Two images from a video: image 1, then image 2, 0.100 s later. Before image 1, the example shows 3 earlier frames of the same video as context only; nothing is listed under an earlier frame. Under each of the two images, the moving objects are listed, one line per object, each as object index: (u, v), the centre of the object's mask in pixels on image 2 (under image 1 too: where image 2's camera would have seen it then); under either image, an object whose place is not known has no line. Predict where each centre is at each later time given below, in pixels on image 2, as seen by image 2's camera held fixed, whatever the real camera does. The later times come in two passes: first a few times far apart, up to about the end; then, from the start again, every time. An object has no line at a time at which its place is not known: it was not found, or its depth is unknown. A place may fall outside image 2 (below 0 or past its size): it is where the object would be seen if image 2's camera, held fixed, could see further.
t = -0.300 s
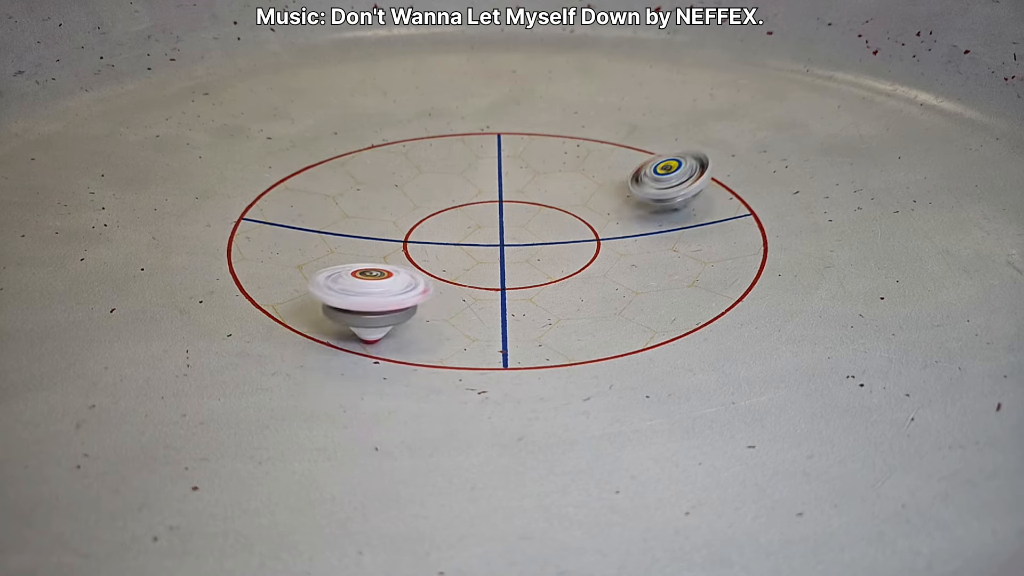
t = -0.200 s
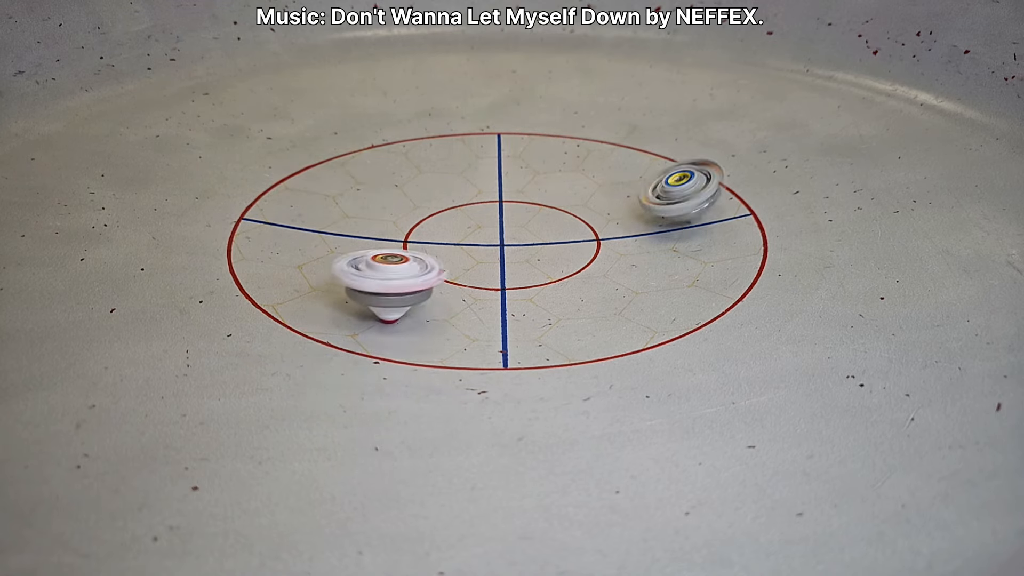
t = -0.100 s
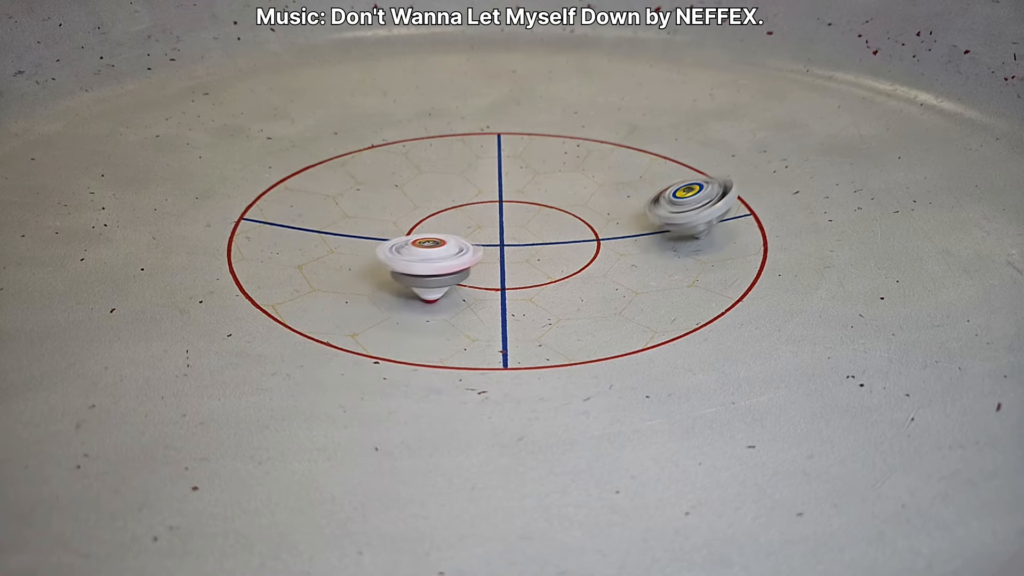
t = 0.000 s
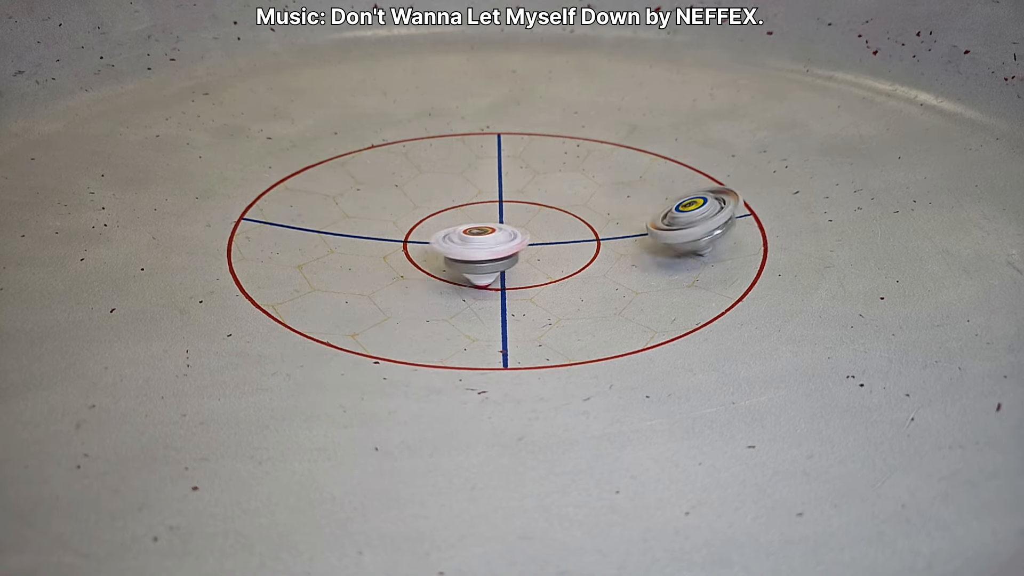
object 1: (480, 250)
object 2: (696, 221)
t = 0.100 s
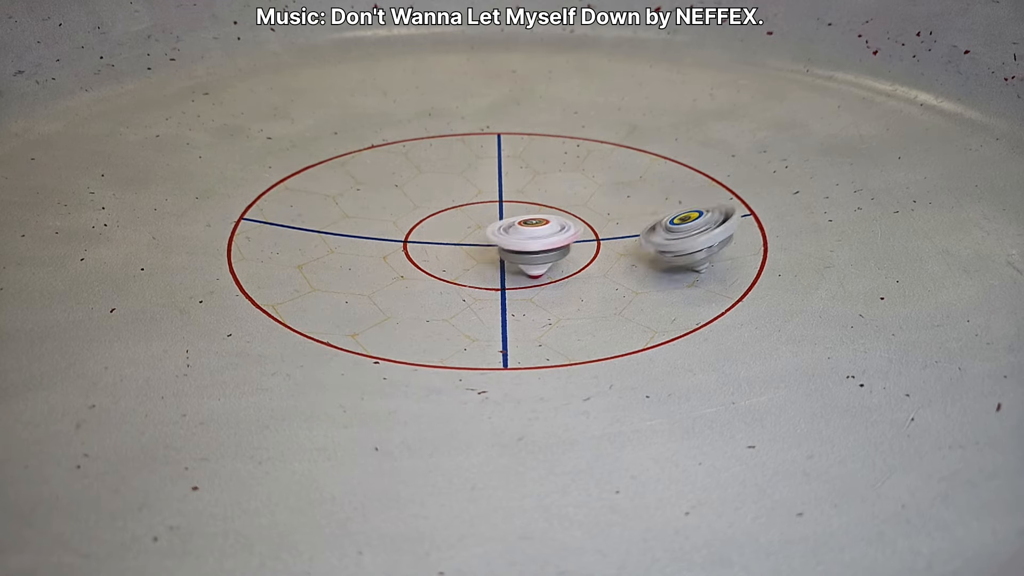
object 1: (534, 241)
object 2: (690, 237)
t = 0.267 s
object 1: (620, 222)
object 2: (662, 261)
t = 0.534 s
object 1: (736, 223)
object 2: (576, 290)
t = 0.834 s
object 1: (673, 248)
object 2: (445, 292)
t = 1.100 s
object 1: (559, 216)
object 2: (354, 265)
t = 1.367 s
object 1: (530, 164)
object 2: (314, 224)
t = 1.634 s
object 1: (559, 127)
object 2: (328, 188)
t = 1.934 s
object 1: (585, 152)
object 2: (384, 161)
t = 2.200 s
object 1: (507, 190)
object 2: (454, 148)
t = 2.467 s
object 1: (394, 198)
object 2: (525, 149)
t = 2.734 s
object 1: (320, 177)
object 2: (590, 160)
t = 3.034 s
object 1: (362, 175)
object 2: (647, 187)
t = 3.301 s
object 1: (434, 212)
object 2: (659, 221)
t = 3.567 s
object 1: (477, 253)
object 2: (619, 258)
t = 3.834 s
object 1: (402, 284)
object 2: (600, 267)
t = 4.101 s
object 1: (311, 258)
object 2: (561, 258)
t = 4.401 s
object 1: (388, 221)
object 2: (482, 231)
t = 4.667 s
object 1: (414, 186)
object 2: (531, 203)
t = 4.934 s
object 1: (439, 159)
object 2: (588, 178)
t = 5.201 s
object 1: (501, 167)
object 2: (622, 169)
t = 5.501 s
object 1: (531, 206)
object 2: (604, 176)
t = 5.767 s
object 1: (500, 240)
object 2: (578, 198)
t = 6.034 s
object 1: (440, 257)
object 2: (524, 226)
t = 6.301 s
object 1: (322, 253)
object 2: (529, 216)
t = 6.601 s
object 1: (240, 238)
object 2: (525, 195)
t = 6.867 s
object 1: (297, 226)
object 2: (526, 191)
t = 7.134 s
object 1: (392, 222)
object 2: (525, 193)
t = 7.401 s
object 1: (437, 215)
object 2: (558, 181)
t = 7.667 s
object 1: (401, 231)
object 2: (622, 151)
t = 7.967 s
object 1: (391, 243)
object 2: (604, 157)
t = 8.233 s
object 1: (434, 243)
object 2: (580, 176)
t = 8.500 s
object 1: (482, 235)
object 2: (530, 202)
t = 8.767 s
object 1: (467, 237)
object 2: (521, 198)
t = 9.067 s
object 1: (469, 229)
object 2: (511, 192)
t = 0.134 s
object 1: (551, 238)
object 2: (686, 241)
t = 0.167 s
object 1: (569, 235)
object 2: (682, 246)
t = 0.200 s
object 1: (588, 232)
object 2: (677, 251)
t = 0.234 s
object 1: (605, 228)
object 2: (669, 257)
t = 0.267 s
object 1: (620, 222)
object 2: (662, 261)
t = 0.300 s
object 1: (636, 218)
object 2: (656, 265)
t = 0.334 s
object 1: (654, 217)
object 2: (648, 269)
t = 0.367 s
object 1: (672, 216)
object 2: (640, 273)
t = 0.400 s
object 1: (687, 219)
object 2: (629, 277)
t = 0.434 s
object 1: (701, 218)
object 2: (618, 282)
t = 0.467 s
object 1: (715, 219)
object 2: (605, 285)
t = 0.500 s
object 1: (728, 221)
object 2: (590, 288)
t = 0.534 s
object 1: (736, 223)
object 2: (576, 290)
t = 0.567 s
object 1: (742, 225)
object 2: (562, 293)
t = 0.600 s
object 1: (745, 229)
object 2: (546, 295)
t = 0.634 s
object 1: (745, 232)
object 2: (533, 295)
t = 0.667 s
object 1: (742, 235)
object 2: (518, 296)
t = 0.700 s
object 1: (735, 238)
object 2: (504, 296)
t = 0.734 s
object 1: (723, 242)
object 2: (489, 296)
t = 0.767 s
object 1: (708, 245)
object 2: (474, 296)
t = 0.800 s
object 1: (691, 247)
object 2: (459, 293)
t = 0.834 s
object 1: (673, 248)
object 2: (445, 292)
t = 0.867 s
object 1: (655, 248)
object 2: (431, 290)
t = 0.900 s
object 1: (635, 246)
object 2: (417, 288)
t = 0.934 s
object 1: (617, 243)
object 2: (406, 286)
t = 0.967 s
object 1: (603, 239)
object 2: (394, 282)
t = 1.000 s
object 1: (589, 234)
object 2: (384, 279)
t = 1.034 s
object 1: (578, 228)
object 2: (373, 275)
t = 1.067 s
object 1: (568, 222)
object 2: (364, 270)
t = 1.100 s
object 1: (559, 216)
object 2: (354, 265)
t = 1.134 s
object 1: (550, 209)
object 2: (345, 260)
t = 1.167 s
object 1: (544, 202)
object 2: (339, 255)
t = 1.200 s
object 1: (538, 196)
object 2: (332, 251)
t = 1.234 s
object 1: (535, 190)
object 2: (326, 245)
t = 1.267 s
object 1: (533, 183)
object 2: (322, 240)
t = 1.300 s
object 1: (531, 176)
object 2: (319, 236)
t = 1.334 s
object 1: (530, 170)
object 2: (317, 230)
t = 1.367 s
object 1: (530, 164)
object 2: (314, 224)
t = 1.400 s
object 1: (531, 158)
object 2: (312, 220)
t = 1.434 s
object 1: (532, 153)
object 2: (313, 216)
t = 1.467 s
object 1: (534, 147)
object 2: (313, 210)
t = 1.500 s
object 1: (537, 142)
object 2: (314, 204)
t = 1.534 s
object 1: (540, 137)
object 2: (317, 201)
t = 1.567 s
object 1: (546, 133)
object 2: (321, 198)
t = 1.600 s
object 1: (552, 130)
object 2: (323, 192)
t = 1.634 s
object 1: (559, 127)
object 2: (328, 188)
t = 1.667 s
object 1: (564, 126)
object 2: (331, 185)
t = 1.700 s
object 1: (571, 126)
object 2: (338, 182)
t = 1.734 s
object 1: (576, 127)
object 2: (341, 177)
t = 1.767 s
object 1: (580, 129)
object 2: (347, 174)
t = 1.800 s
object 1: (585, 132)
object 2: (355, 172)
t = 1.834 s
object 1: (587, 136)
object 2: (362, 168)
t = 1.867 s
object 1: (588, 141)
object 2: (369, 165)
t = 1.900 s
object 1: (588, 146)
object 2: (376, 163)
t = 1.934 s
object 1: (585, 152)
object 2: (384, 161)
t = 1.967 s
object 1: (580, 158)
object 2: (392, 158)
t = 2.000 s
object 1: (573, 164)
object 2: (400, 157)
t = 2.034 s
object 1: (565, 169)
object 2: (410, 156)
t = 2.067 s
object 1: (555, 174)
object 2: (418, 153)
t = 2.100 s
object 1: (545, 178)
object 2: (427, 151)
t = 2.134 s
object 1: (533, 183)
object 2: (436, 151)
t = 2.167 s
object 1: (520, 187)
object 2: (445, 150)
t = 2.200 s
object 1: (507, 190)
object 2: (454, 148)
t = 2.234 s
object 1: (494, 193)
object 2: (463, 147)
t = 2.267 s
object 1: (481, 195)
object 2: (473, 145)
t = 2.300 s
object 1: (467, 196)
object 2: (481, 145)
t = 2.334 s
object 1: (453, 197)
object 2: (490, 148)
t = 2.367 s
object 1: (439, 198)
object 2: (498, 147)
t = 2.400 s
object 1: (423, 198)
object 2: (507, 147)
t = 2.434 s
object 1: (409, 198)
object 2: (516, 149)
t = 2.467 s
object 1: (394, 198)
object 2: (525, 149)
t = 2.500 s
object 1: (380, 197)
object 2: (533, 150)
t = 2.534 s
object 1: (366, 194)
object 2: (541, 152)
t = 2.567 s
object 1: (354, 192)
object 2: (550, 154)
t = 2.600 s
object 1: (344, 189)
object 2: (557, 154)
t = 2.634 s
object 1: (335, 186)
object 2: (566, 155)
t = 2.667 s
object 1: (328, 183)
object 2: (575, 157)
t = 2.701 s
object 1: (323, 180)
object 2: (582, 159)
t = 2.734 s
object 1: (320, 177)
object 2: (590, 160)
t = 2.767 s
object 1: (318, 174)
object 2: (599, 164)
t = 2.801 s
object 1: (318, 172)
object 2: (605, 166)
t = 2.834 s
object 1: (320, 172)
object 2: (613, 169)
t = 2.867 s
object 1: (325, 170)
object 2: (621, 171)
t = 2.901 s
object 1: (330, 170)
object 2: (626, 174)
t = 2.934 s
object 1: (337, 170)
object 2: (631, 177)
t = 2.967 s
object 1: (343, 171)
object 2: (638, 180)
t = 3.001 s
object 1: (353, 173)
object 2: (642, 183)
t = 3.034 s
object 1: (362, 175)
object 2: (647, 187)
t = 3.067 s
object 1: (373, 179)
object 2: (651, 189)
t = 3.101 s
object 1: (383, 183)
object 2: (653, 194)
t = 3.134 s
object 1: (394, 187)
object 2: (657, 198)
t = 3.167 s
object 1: (403, 192)
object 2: (659, 202)
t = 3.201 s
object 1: (412, 196)
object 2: (661, 206)
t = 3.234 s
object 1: (420, 201)
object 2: (661, 211)
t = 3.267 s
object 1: (427, 206)
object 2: (660, 216)
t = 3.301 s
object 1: (434, 212)
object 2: (659, 221)
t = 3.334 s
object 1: (442, 217)
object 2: (656, 225)
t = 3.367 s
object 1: (448, 222)
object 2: (654, 230)
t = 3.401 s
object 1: (454, 227)
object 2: (651, 236)
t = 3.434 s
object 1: (459, 232)
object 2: (645, 240)
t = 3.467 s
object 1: (464, 237)
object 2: (640, 245)
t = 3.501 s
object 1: (468, 243)
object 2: (634, 249)
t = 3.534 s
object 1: (473, 248)
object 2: (628, 254)
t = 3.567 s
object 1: (477, 253)
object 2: (619, 258)
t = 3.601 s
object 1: (482, 258)
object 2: (610, 262)
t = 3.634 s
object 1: (484, 264)
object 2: (600, 266)
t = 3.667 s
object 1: (484, 269)
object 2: (593, 268)
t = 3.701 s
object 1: (468, 274)
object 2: (595, 269)
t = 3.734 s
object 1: (451, 279)
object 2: (599, 268)
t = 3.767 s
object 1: (434, 282)
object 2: (602, 268)
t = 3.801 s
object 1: (418, 283)
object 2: (602, 268)
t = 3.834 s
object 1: (402, 284)
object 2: (600, 267)
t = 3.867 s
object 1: (385, 284)
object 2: (600, 266)
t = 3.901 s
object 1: (370, 282)
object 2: (597, 266)
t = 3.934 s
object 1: (355, 280)
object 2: (595, 265)
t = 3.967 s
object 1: (341, 277)
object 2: (589, 264)
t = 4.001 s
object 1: (329, 273)
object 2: (584, 262)
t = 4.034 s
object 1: (320, 269)
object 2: (578, 261)
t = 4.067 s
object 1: (313, 264)
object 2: (569, 259)
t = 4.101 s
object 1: (311, 258)
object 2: (561, 258)
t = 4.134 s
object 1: (312, 253)
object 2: (554, 256)
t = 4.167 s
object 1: (316, 248)
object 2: (544, 253)
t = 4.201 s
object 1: (324, 242)
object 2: (534, 251)
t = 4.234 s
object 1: (332, 238)
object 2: (524, 248)
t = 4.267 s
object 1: (341, 234)
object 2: (515, 245)
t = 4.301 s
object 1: (351, 230)
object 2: (506, 241)
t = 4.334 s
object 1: (363, 226)
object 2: (497, 238)
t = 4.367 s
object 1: (376, 223)
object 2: (490, 234)
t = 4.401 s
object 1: (388, 221)
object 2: (482, 231)
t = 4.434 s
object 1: (391, 216)
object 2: (486, 227)
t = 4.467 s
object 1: (395, 212)
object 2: (493, 222)
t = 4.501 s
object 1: (401, 208)
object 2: (497, 219)
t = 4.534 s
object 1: (407, 204)
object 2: (502, 217)
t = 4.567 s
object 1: (415, 200)
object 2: (503, 213)
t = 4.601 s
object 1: (421, 196)
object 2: (505, 209)
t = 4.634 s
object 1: (417, 191)
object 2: (518, 205)
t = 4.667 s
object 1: (414, 186)
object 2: (531, 203)
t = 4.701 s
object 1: (414, 182)
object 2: (541, 199)
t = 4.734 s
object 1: (414, 178)
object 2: (548, 197)
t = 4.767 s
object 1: (416, 174)
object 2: (557, 193)
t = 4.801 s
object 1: (419, 170)
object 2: (563, 189)
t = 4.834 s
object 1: (423, 166)
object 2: (569, 187)
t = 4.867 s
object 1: (427, 163)
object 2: (574, 184)
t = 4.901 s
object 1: (433, 161)
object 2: (581, 183)
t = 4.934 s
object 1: (439, 159)
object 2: (588, 178)
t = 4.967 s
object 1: (445, 158)
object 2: (594, 178)
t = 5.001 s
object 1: (453, 157)
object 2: (601, 174)
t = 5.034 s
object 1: (462, 156)
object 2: (606, 174)
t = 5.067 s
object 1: (470, 157)
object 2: (613, 172)
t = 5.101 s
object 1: (479, 159)
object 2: (615, 171)
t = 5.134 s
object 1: (486, 161)
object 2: (619, 169)
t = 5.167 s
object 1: (494, 163)
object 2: (621, 169)
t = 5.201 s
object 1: (501, 167)
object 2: (622, 169)
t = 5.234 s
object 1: (508, 170)
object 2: (621, 168)
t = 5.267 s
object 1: (514, 174)
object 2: (619, 170)
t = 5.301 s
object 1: (518, 178)
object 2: (616, 170)
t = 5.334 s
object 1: (522, 182)
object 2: (615, 171)
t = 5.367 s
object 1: (525, 187)
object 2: (612, 171)
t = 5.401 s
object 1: (528, 192)
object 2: (611, 173)
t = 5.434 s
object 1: (530, 197)
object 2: (609, 173)
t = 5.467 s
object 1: (531, 202)
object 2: (606, 176)
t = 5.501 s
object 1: (531, 206)
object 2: (604, 176)
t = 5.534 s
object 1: (531, 211)
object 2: (601, 179)
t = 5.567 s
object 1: (530, 216)
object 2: (599, 180)
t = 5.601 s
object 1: (526, 221)
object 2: (595, 182)
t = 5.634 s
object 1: (522, 225)
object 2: (593, 185)
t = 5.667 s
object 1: (517, 229)
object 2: (589, 188)
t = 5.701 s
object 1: (511, 233)
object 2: (587, 191)
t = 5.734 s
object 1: (506, 237)
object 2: (582, 195)
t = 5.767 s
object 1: (500, 240)
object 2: (578, 198)
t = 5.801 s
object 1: (493, 243)
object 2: (571, 202)
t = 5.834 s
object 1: (486, 246)
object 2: (567, 205)
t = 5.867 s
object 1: (479, 249)
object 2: (560, 209)
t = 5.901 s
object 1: (472, 252)
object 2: (554, 213)
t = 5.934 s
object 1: (464, 253)
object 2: (545, 216)
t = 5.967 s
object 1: (456, 255)
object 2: (539, 220)
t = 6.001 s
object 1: (449, 256)
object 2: (531, 223)
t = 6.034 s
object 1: (440, 257)
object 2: (524, 226)
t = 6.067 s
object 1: (431, 256)
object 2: (515, 228)
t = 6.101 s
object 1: (423, 255)
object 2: (509, 231)
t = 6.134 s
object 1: (417, 253)
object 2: (500, 233)
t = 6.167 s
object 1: (408, 251)
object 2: (495, 236)
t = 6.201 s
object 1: (379, 253)
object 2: (503, 230)
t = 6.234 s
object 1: (355, 253)
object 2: (512, 225)
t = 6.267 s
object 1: (336, 253)
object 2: (523, 220)
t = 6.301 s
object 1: (322, 253)
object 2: (529, 216)
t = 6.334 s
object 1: (310, 251)
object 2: (533, 212)
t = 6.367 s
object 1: (299, 251)
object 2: (534, 209)
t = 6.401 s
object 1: (287, 249)
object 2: (534, 206)
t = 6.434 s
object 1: (277, 248)
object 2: (532, 203)
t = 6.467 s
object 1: (267, 247)
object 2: (530, 200)
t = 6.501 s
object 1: (257, 245)
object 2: (529, 199)
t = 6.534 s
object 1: (250, 243)
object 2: (527, 197)
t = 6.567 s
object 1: (244, 241)
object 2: (527, 196)
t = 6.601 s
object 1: (240, 238)
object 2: (525, 195)
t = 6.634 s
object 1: (241, 237)
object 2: (527, 194)
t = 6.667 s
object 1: (243, 234)
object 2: (526, 193)
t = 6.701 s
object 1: (248, 232)
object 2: (525, 192)
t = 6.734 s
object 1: (256, 231)
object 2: (527, 192)
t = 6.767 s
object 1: (264, 229)
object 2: (526, 192)
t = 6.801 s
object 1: (274, 228)
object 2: (526, 192)
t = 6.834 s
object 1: (285, 227)
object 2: (525, 192)
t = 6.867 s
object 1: (297, 226)
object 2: (526, 191)
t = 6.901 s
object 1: (310, 225)
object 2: (525, 192)
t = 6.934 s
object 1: (322, 225)
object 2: (523, 191)
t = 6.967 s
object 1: (333, 224)
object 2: (525, 192)
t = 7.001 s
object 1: (346, 224)
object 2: (524, 191)
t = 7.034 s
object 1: (358, 223)
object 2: (524, 192)
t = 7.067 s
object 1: (371, 223)
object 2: (525, 193)
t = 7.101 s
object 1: (382, 223)
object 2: (524, 191)
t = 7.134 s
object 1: (392, 222)
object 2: (525, 193)
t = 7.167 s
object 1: (405, 221)
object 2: (525, 193)
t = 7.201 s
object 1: (415, 220)
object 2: (526, 192)
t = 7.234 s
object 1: (424, 218)
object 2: (525, 193)
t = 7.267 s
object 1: (435, 217)
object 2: (524, 193)
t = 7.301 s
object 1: (445, 215)
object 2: (526, 194)
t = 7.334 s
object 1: (452, 211)
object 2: (526, 195)
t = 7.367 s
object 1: (445, 212)
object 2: (539, 188)
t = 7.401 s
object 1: (437, 215)
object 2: (558, 181)
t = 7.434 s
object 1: (431, 217)
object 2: (573, 175)
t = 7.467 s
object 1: (426, 219)
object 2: (588, 168)
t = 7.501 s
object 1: (420, 220)
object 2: (599, 162)
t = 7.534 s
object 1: (416, 223)
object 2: (609, 158)
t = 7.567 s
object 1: (411, 224)
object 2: (616, 156)
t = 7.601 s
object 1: (408, 226)
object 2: (618, 154)
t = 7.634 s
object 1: (403, 228)
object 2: (620, 152)
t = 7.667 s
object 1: (401, 231)
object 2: (622, 151)
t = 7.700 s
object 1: (397, 233)
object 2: (621, 151)
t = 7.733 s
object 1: (395, 235)
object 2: (619, 150)
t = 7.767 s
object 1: (392, 236)
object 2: (619, 152)
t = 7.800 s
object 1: (392, 238)
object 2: (616, 153)
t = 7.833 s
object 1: (390, 239)
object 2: (614, 153)
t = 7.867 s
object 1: (389, 241)
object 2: (612, 153)
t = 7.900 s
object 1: (389, 242)
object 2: (610, 155)
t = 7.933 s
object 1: (390, 243)
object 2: (607, 155)
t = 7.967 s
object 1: (391, 243)
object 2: (604, 157)
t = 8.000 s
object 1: (393, 243)
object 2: (603, 158)
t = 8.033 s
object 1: (397, 244)
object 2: (602, 159)
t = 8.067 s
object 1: (401, 243)
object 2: (598, 161)
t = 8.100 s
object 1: (408, 243)
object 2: (596, 164)
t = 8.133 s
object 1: (413, 243)
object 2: (593, 166)
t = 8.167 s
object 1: (420, 243)
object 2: (588, 170)
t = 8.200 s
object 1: (426, 243)
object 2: (584, 173)
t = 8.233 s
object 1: (434, 243)
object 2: (580, 176)
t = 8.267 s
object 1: (440, 243)
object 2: (573, 180)
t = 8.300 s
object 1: (446, 242)
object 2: (569, 184)
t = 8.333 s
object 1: (453, 241)
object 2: (562, 188)
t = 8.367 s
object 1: (459, 240)
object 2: (555, 191)
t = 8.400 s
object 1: (467, 239)
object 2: (548, 195)
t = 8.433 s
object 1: (472, 238)
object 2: (541, 199)
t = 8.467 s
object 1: (478, 237)
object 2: (534, 200)
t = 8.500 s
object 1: (482, 235)
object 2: (530, 202)
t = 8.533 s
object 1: (481, 235)
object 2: (529, 201)
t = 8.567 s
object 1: (477, 236)
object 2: (531, 200)
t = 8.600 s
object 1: (473, 237)
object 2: (530, 199)
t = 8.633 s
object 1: (470, 237)
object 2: (528, 198)
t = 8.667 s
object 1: (470, 237)
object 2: (526, 199)
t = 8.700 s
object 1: (469, 237)
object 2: (523, 198)
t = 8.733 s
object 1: (468, 237)
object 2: (523, 198)
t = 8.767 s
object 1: (467, 237)
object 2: (521, 198)
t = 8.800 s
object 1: (466, 237)
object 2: (519, 196)
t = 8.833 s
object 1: (467, 237)
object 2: (517, 197)
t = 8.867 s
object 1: (465, 236)
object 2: (516, 195)
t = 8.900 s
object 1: (465, 235)
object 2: (514, 195)
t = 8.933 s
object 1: (464, 234)
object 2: (513, 195)
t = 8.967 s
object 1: (465, 232)
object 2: (513, 195)
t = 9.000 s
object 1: (467, 231)
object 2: (511, 193)
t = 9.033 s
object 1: (469, 229)
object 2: (512, 193)
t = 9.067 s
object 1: (469, 229)
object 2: (511, 192)
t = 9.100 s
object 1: (467, 229)
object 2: (514, 191)
